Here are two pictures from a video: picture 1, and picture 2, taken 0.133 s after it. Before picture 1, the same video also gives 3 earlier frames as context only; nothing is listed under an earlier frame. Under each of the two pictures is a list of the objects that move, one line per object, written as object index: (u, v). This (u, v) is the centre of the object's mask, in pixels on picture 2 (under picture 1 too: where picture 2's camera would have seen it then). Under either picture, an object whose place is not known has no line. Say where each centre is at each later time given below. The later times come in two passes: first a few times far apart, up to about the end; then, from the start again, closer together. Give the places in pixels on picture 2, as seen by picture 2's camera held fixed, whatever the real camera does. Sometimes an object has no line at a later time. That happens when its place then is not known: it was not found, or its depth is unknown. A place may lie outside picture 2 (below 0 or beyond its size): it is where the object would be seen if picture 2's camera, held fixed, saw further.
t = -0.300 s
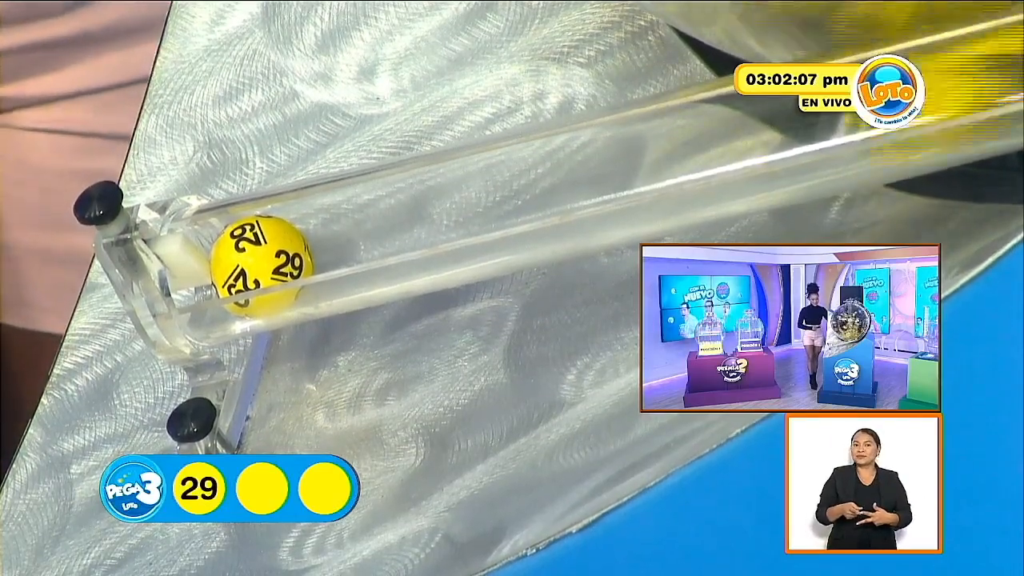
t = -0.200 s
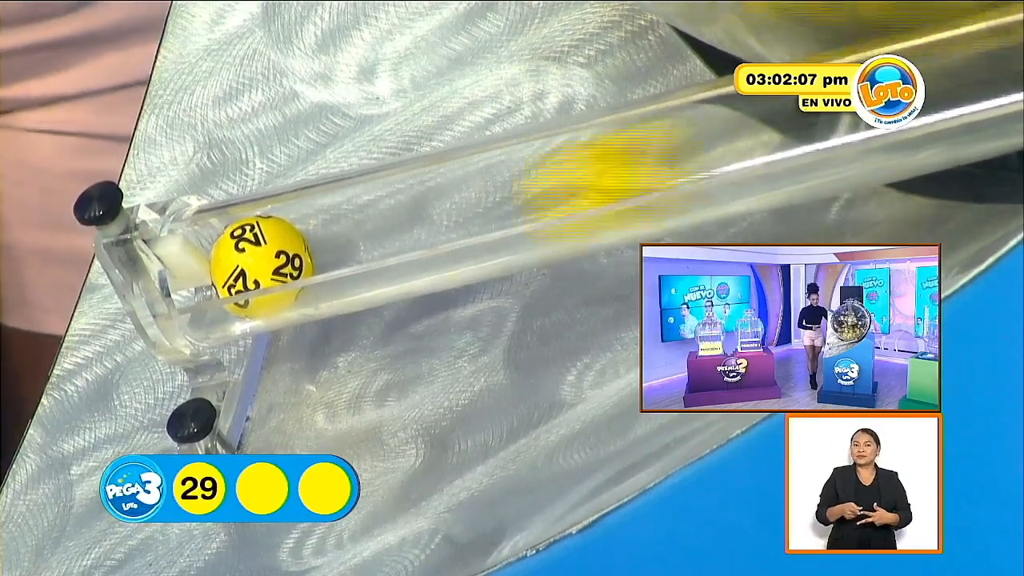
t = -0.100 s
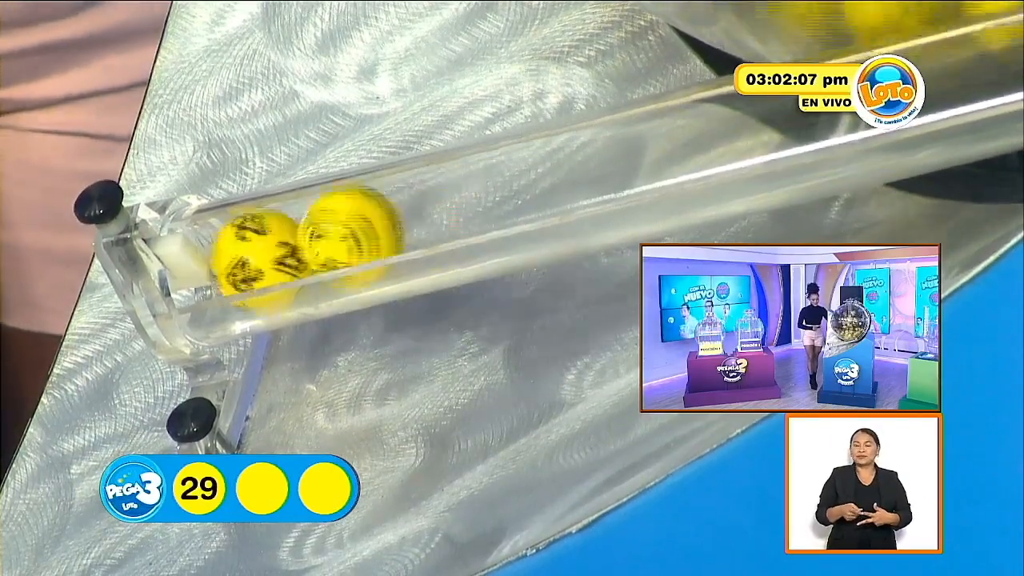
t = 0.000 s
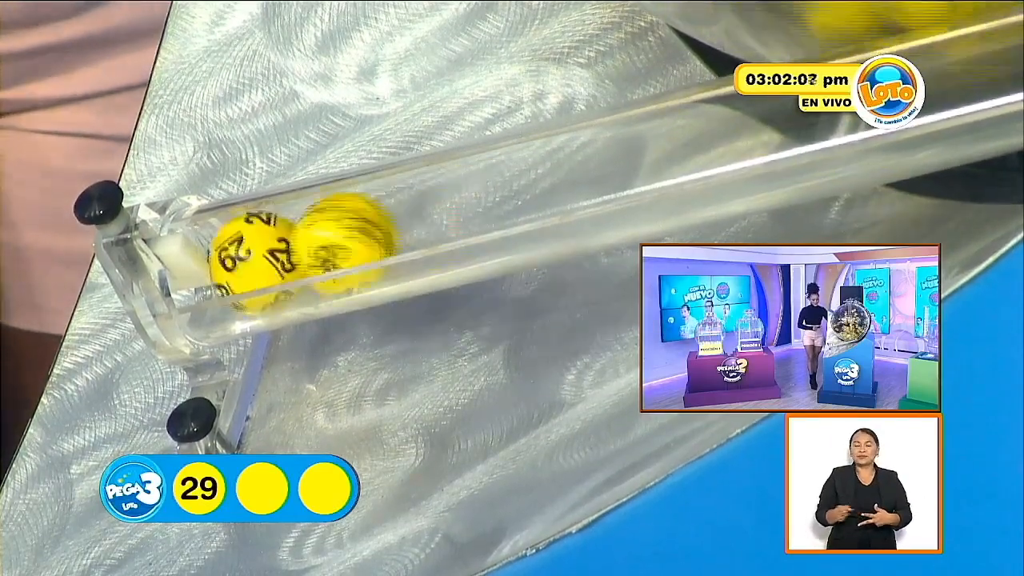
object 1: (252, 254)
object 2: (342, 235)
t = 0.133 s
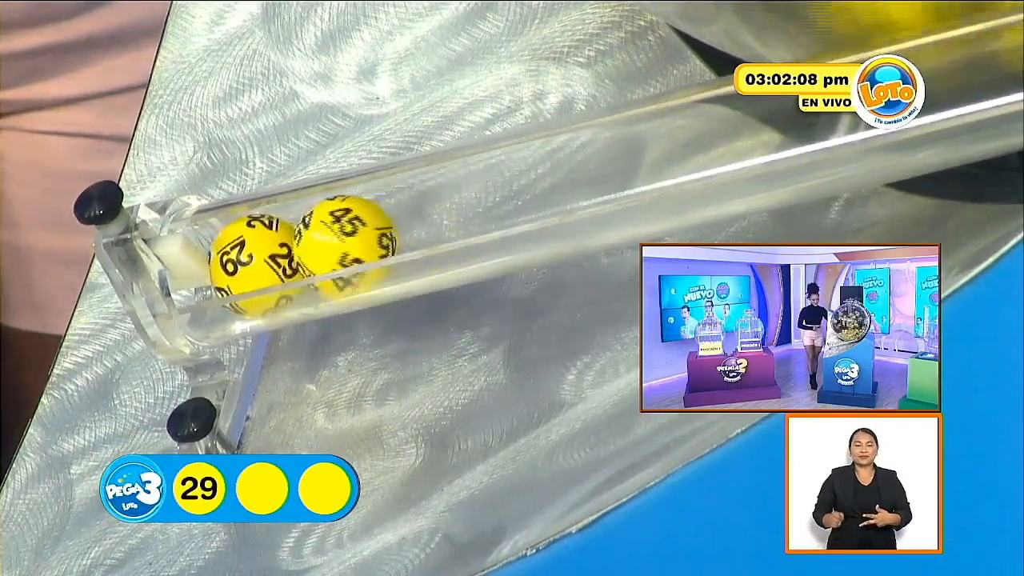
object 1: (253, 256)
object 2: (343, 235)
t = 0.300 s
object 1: (253, 255)
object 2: (344, 244)
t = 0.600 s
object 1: (253, 255)
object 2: (345, 244)
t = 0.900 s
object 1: (255, 264)
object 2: (345, 244)
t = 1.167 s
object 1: (255, 264)
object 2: (345, 244)
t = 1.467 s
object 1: (253, 255)
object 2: (345, 244)
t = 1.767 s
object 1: (253, 255)
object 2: (345, 244)
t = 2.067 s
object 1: (255, 263)
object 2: (345, 244)
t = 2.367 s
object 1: (253, 255)
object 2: (345, 244)
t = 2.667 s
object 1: (253, 255)
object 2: (345, 243)
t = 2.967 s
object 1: (253, 255)
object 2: (346, 244)
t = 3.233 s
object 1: (253, 255)
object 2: (345, 244)
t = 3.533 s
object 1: (253, 255)
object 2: (345, 244)
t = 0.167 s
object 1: (253, 255)
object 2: (344, 243)
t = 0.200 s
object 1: (252, 255)
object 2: (344, 244)
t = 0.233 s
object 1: (253, 255)
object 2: (344, 244)
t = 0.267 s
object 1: (253, 255)
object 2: (344, 244)
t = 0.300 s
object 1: (253, 255)
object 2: (344, 244)
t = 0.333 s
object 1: (253, 255)
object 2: (344, 244)
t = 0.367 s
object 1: (253, 255)
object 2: (345, 244)
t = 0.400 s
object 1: (253, 255)
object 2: (345, 244)
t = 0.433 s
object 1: (253, 255)
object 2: (345, 244)
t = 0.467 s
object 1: (253, 255)
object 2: (345, 244)
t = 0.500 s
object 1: (253, 255)
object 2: (345, 244)
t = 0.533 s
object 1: (255, 264)
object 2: (345, 244)
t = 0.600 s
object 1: (253, 255)
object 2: (345, 244)
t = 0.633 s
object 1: (253, 255)
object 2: (345, 244)
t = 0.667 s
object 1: (253, 255)
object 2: (345, 244)
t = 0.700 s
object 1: (253, 255)
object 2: (345, 244)
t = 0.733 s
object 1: (253, 255)
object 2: (345, 244)
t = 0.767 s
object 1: (255, 264)
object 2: (345, 244)
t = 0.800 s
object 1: (255, 264)
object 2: (345, 244)
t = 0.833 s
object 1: (253, 255)
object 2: (345, 244)
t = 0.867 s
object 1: (253, 255)
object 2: (345, 244)
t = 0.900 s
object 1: (255, 264)
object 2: (345, 244)
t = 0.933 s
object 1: (253, 255)
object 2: (345, 244)
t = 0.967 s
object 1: (253, 255)
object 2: (345, 244)
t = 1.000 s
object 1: (253, 255)
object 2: (345, 244)
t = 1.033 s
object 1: (255, 263)
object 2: (345, 244)
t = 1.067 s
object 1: (253, 255)
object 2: (345, 244)
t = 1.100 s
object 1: (253, 255)
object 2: (345, 244)
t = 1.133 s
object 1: (253, 255)
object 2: (345, 244)
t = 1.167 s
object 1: (255, 264)
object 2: (345, 244)
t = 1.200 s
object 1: (253, 255)
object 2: (345, 244)
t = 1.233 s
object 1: (253, 255)
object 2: (345, 244)
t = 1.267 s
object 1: (253, 255)
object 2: (345, 244)
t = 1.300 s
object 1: (253, 255)
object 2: (345, 244)
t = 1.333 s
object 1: (253, 255)
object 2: (345, 244)
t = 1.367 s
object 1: (253, 255)
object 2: (345, 244)
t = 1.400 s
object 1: (253, 255)
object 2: (345, 244)
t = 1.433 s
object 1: (253, 255)
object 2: (345, 244)
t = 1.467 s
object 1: (253, 255)
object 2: (345, 244)
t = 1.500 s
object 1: (253, 255)
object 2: (345, 244)
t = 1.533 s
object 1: (253, 255)
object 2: (345, 244)
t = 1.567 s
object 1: (253, 255)
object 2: (345, 244)
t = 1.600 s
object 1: (253, 255)
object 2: (345, 244)
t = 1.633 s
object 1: (253, 255)
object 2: (345, 244)
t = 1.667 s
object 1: (253, 255)
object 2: (345, 244)
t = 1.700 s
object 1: (253, 255)
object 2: (345, 244)
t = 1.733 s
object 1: (253, 255)
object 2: (345, 244)
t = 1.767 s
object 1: (253, 255)
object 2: (345, 244)
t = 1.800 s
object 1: (253, 255)
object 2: (345, 244)
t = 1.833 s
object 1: (253, 255)
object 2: (345, 244)
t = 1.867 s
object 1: (253, 255)
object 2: (345, 244)
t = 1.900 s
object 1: (253, 255)
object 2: (345, 244)
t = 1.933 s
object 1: (253, 255)
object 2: (345, 244)
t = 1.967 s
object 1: (253, 255)
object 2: (345, 244)
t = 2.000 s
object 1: (253, 255)
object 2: (345, 244)
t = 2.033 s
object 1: (253, 255)
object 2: (345, 244)
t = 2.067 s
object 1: (255, 263)
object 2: (345, 244)
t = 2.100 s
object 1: (255, 263)
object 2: (345, 243)
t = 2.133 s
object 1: (255, 264)
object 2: (345, 244)
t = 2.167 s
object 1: (253, 255)
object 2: (345, 243)
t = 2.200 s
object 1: (255, 263)
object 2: (345, 243)
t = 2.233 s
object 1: (253, 255)
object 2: (345, 243)
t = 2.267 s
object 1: (253, 255)
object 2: (345, 244)
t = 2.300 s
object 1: (253, 255)
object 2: (345, 244)
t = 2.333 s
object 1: (253, 255)
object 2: (345, 243)
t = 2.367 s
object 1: (253, 255)
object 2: (345, 244)
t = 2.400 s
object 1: (253, 255)
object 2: (345, 243)
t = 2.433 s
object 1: (253, 255)
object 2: (345, 244)
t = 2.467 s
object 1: (255, 263)
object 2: (345, 243)
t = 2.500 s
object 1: (253, 255)
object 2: (345, 244)
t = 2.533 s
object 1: (255, 264)
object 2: (345, 244)
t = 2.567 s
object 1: (253, 255)
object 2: (345, 244)
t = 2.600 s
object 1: (253, 255)
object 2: (345, 244)
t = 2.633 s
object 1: (254, 255)
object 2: (345, 243)
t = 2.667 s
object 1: (253, 255)
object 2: (345, 243)
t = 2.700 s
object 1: (253, 255)
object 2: (345, 244)
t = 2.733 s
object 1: (253, 255)
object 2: (345, 243)
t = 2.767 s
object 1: (255, 263)
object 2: (345, 244)
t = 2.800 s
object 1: (253, 255)
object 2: (345, 243)
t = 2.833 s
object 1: (254, 255)
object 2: (345, 243)
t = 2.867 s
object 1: (255, 263)
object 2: (345, 244)
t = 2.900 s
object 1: (254, 255)
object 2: (345, 243)
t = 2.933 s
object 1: (253, 255)
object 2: (345, 244)
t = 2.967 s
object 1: (253, 255)
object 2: (346, 244)
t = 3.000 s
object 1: (256, 264)
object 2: (345, 243)
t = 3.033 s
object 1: (255, 263)
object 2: (345, 243)
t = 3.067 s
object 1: (253, 255)
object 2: (345, 243)
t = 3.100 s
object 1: (253, 255)
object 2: (345, 244)
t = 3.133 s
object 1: (254, 255)
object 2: (346, 243)
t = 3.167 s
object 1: (253, 255)
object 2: (345, 244)
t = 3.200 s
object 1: (253, 255)
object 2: (345, 244)
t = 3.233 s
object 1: (253, 255)
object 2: (345, 244)
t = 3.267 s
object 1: (253, 255)
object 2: (345, 244)
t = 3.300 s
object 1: (253, 255)
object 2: (345, 244)
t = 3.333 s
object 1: (255, 263)
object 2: (345, 244)
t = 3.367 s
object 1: (253, 255)
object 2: (345, 244)
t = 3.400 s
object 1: (255, 263)
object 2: (345, 243)
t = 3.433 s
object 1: (253, 255)
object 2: (345, 244)
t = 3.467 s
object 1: (255, 263)
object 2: (345, 244)
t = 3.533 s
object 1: (253, 255)
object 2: (345, 244)
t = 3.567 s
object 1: (253, 255)
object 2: (345, 244)
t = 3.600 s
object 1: (255, 263)
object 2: (345, 244)
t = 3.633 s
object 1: (253, 255)
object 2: (345, 243)
